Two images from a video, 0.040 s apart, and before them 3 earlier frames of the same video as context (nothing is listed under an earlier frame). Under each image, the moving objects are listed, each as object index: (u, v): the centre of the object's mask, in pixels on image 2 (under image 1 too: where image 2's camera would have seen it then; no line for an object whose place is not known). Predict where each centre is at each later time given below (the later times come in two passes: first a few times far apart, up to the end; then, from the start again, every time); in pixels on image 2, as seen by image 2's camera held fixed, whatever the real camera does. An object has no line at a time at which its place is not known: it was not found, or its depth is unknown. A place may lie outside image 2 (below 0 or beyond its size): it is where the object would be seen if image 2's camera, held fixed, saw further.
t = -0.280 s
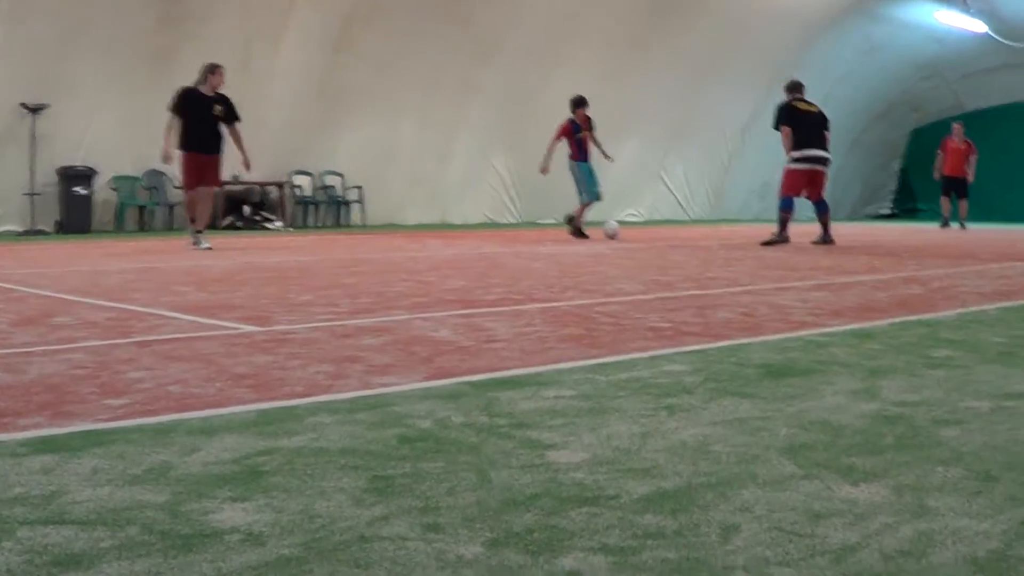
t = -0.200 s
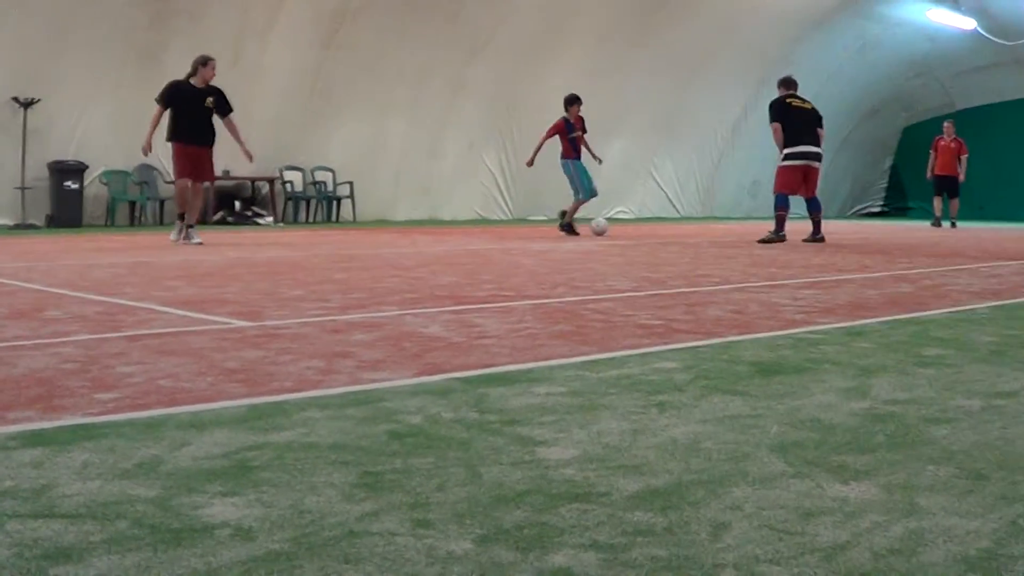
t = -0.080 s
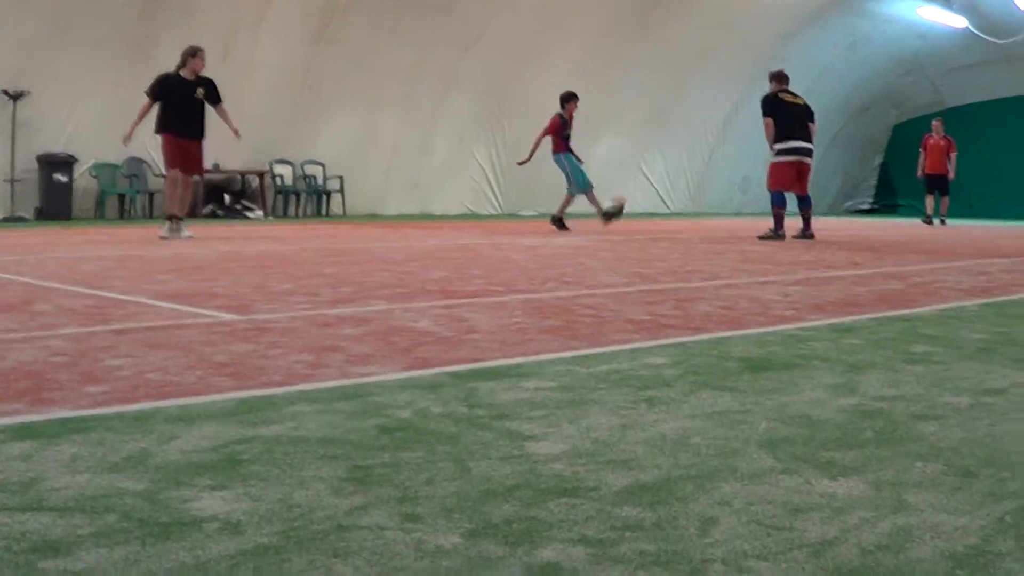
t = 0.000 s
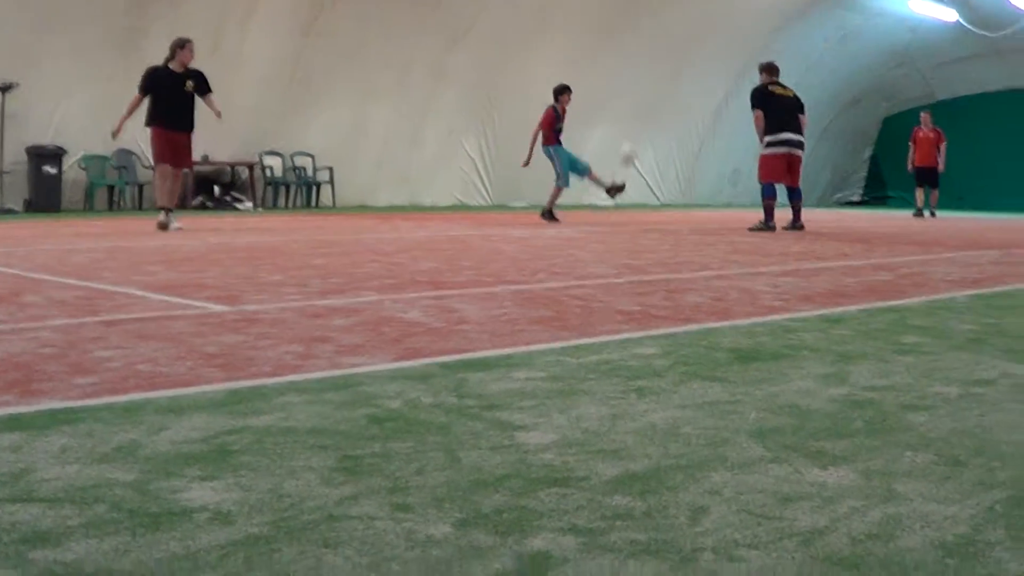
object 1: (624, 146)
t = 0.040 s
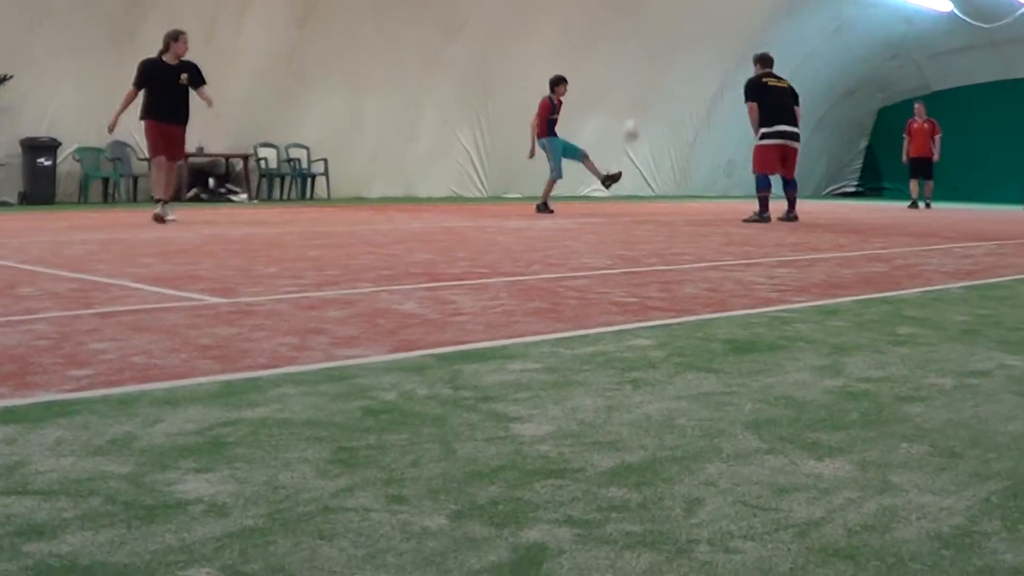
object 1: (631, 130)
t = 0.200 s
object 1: (664, 81)
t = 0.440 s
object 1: (715, 51)
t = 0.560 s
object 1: (738, 55)
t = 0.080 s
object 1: (638, 116)
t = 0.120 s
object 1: (646, 104)
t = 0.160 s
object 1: (656, 92)
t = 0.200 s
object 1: (664, 81)
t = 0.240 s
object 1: (672, 73)
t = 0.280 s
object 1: (681, 66)
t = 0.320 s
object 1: (690, 60)
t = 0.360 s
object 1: (698, 56)
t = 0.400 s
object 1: (707, 53)
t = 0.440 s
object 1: (715, 51)
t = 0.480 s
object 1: (723, 52)
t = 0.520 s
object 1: (731, 53)
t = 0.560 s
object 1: (738, 55)
